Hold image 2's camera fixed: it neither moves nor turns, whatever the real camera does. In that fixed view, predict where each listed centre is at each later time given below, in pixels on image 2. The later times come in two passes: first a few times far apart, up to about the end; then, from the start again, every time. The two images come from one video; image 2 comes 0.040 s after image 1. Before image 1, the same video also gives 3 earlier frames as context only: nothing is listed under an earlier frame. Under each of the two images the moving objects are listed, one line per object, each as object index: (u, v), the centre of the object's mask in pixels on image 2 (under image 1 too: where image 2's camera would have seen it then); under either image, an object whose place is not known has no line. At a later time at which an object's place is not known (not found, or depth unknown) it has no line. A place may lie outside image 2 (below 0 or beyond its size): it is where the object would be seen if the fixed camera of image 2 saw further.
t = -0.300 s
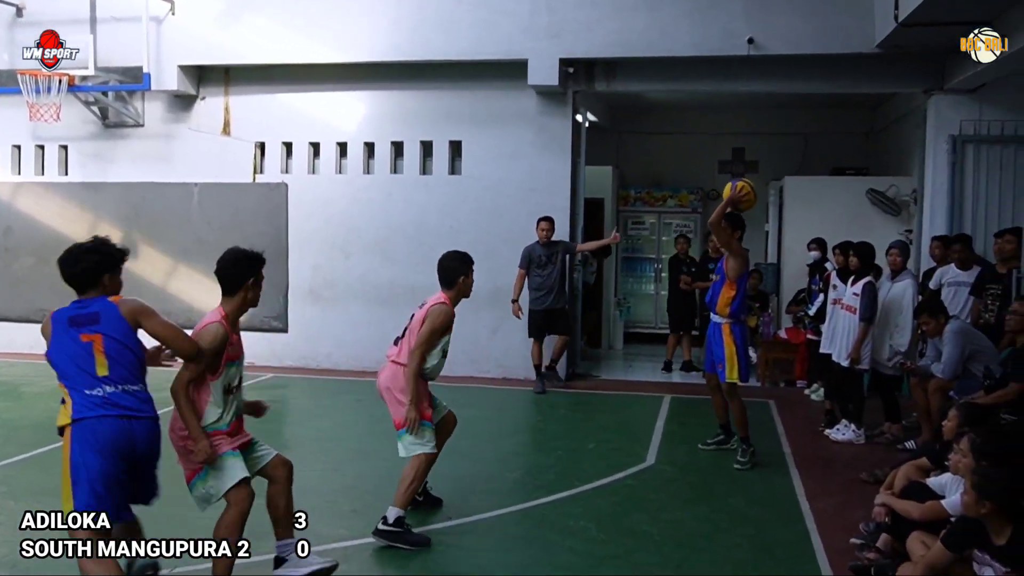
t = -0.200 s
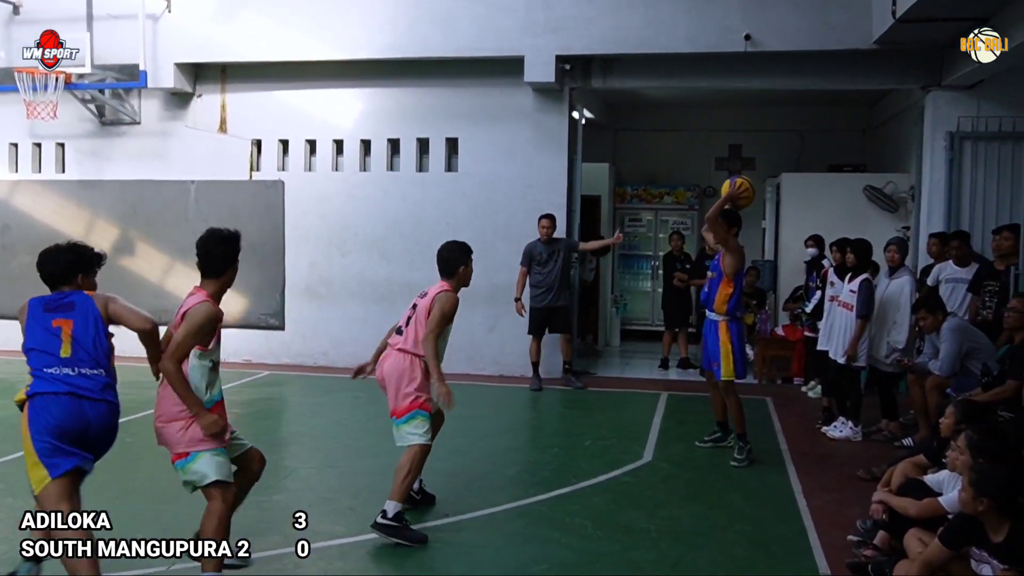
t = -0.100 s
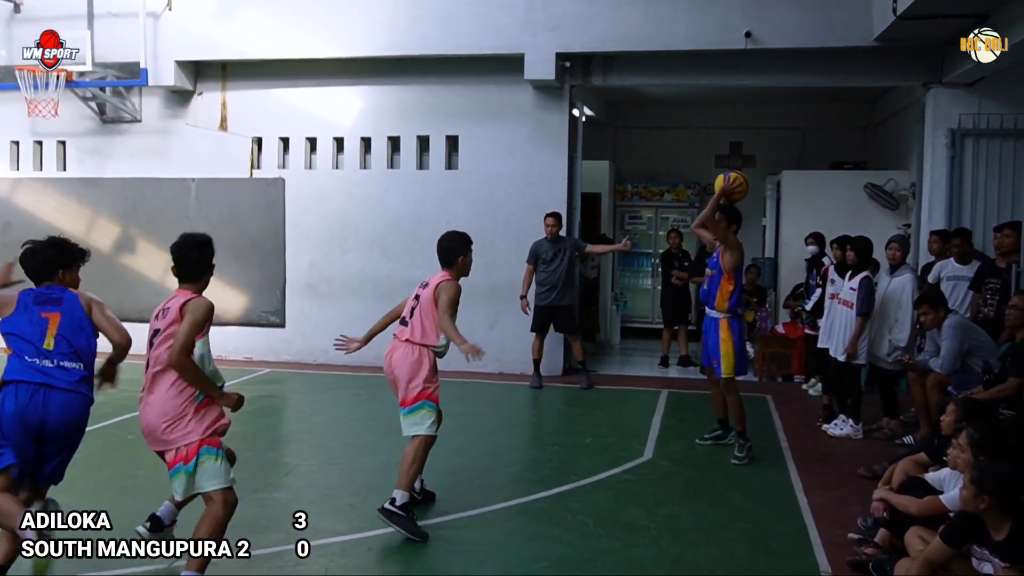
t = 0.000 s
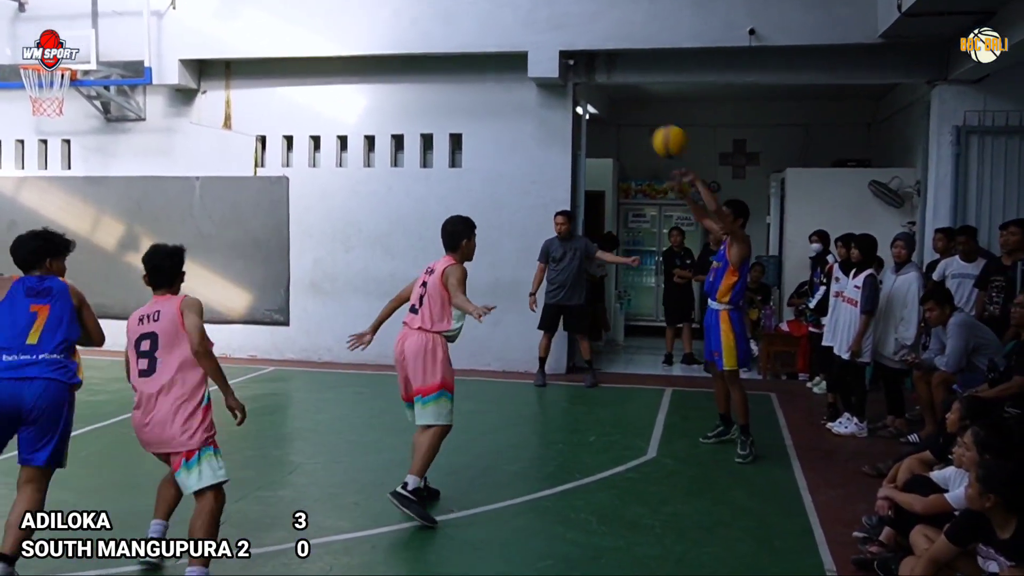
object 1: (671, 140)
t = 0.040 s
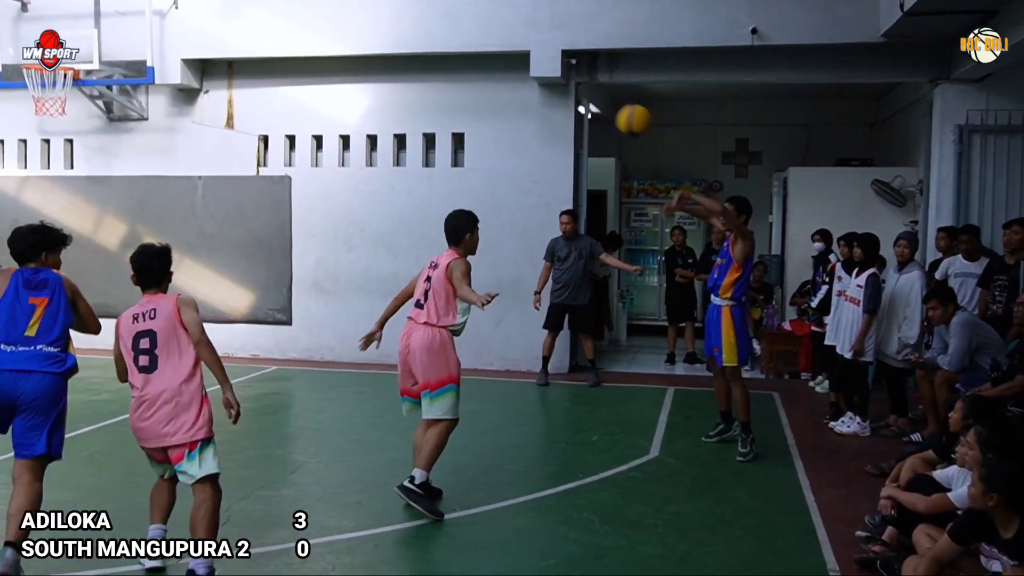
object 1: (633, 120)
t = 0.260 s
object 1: (426, 55)
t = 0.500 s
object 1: (210, 62)
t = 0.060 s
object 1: (614, 110)
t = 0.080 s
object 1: (595, 103)
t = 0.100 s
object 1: (576, 94)
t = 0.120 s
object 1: (558, 89)
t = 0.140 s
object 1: (539, 82)
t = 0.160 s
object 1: (519, 76)
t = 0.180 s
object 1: (501, 70)
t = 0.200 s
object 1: (482, 66)
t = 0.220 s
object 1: (464, 62)
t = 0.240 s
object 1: (445, 58)
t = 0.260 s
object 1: (426, 55)
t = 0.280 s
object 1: (408, 53)
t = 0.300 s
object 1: (390, 51)
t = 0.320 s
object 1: (372, 49)
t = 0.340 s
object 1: (353, 48)
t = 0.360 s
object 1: (335, 49)
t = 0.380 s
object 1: (317, 49)
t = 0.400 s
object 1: (298, 50)
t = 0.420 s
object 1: (281, 51)
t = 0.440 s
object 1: (263, 53)
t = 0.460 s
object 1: (245, 56)
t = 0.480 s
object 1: (227, 59)
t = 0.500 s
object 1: (210, 62)
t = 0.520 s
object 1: (193, 66)
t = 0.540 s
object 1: (175, 70)
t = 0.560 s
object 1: (157, 75)
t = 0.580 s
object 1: (139, 81)
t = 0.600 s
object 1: (122, 86)
